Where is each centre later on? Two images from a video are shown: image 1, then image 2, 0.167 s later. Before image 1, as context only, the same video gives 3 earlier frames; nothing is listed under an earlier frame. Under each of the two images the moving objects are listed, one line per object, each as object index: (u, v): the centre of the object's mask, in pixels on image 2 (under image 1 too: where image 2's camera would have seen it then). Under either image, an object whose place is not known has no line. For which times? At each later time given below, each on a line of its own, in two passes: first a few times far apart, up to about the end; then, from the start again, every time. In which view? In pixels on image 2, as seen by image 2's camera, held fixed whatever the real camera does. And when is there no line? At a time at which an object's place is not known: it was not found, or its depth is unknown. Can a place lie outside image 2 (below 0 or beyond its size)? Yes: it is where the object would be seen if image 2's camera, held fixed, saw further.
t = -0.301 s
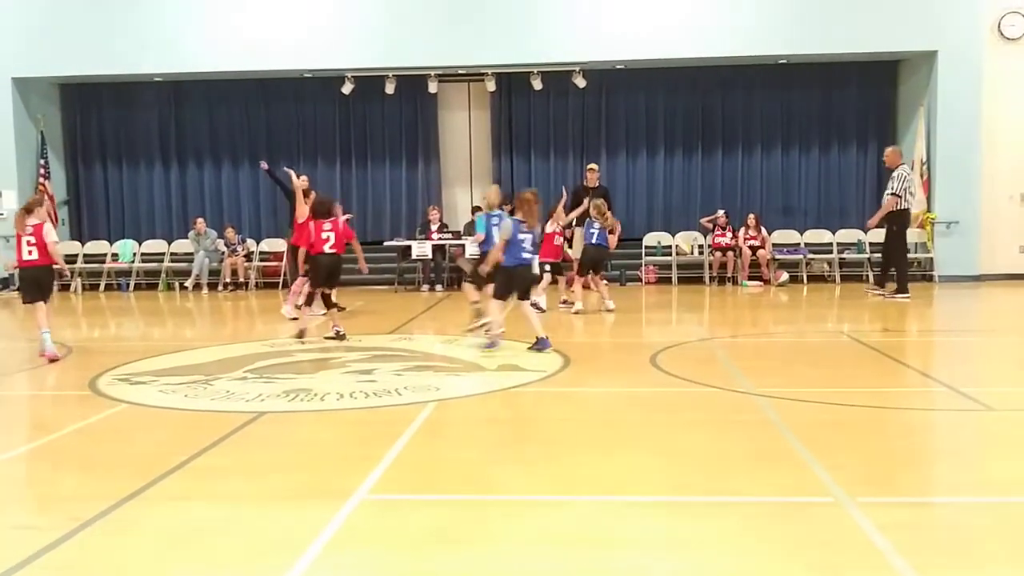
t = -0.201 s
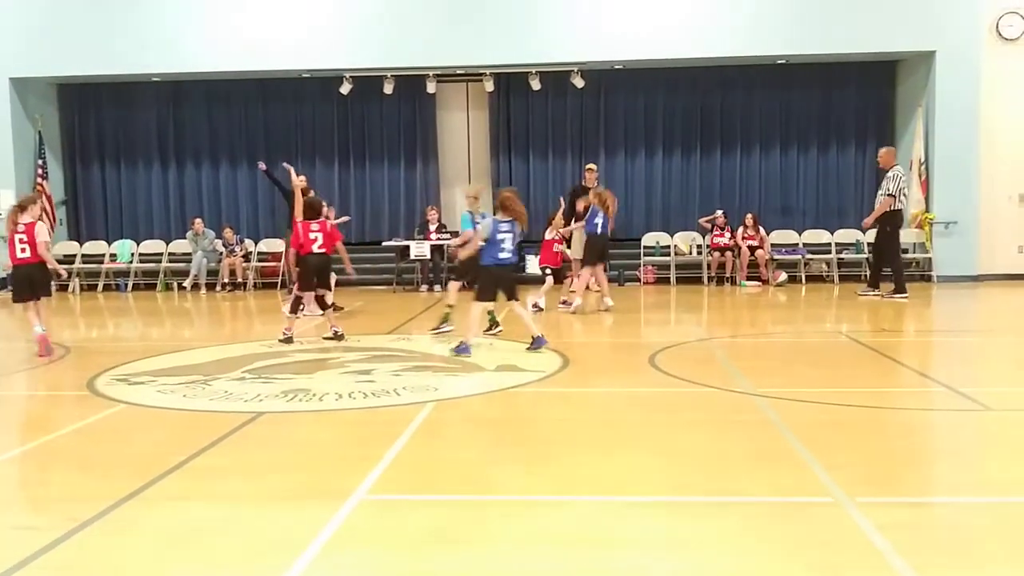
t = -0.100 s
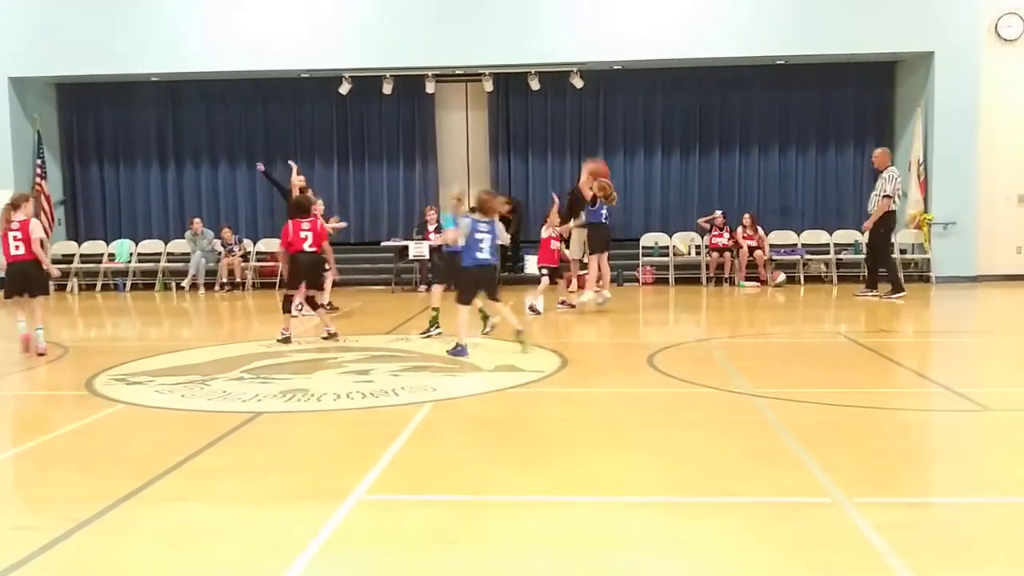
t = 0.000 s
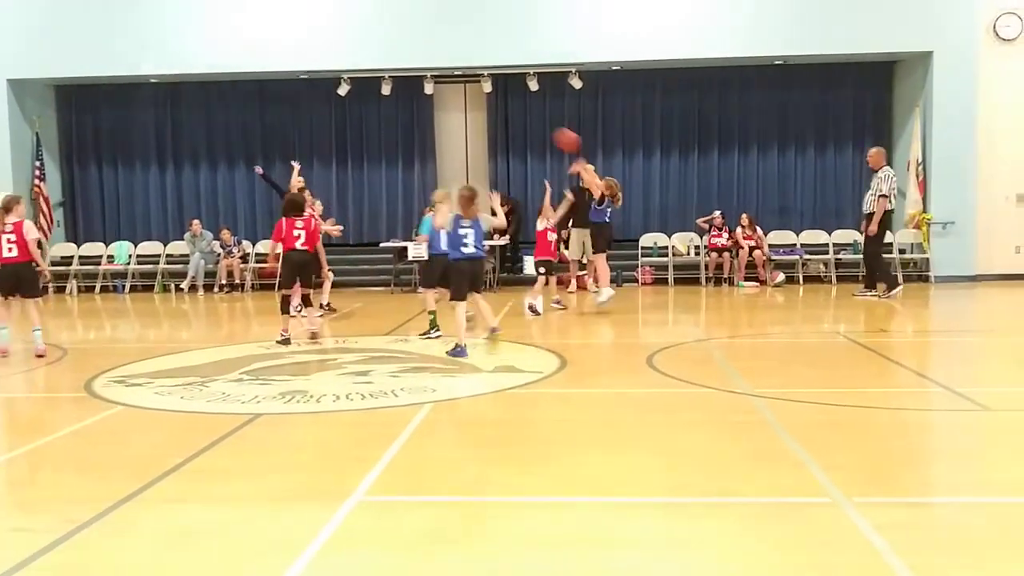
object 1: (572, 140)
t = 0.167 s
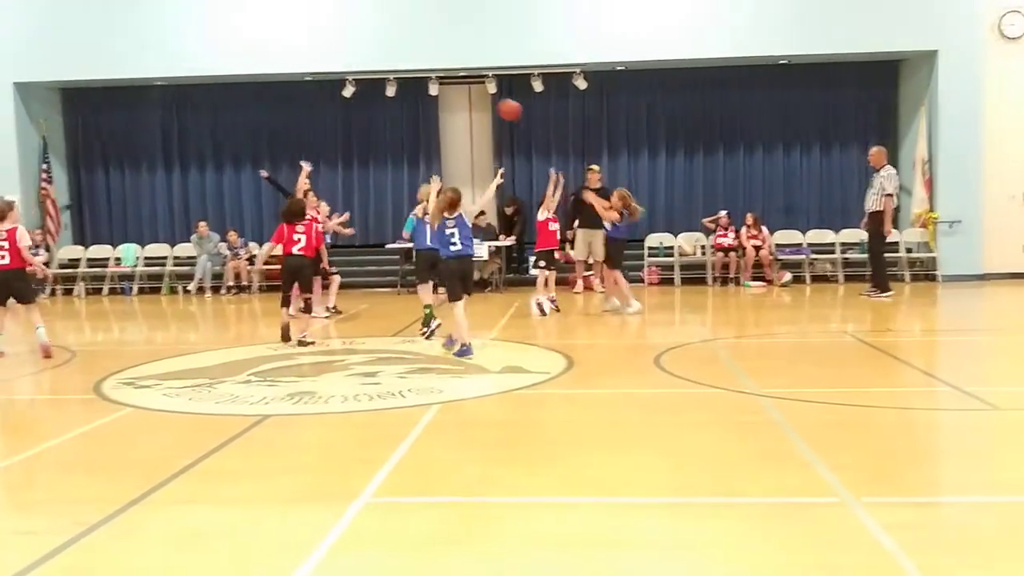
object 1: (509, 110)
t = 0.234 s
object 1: (486, 103)
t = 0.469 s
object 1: (403, 113)
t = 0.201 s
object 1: (498, 106)
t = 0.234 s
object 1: (486, 103)
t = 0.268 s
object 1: (473, 102)
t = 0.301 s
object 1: (461, 102)
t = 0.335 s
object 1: (449, 102)
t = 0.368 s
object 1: (438, 103)
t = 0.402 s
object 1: (427, 106)
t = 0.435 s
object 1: (415, 108)
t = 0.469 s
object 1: (403, 113)
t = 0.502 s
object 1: (392, 118)
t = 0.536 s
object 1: (381, 124)
